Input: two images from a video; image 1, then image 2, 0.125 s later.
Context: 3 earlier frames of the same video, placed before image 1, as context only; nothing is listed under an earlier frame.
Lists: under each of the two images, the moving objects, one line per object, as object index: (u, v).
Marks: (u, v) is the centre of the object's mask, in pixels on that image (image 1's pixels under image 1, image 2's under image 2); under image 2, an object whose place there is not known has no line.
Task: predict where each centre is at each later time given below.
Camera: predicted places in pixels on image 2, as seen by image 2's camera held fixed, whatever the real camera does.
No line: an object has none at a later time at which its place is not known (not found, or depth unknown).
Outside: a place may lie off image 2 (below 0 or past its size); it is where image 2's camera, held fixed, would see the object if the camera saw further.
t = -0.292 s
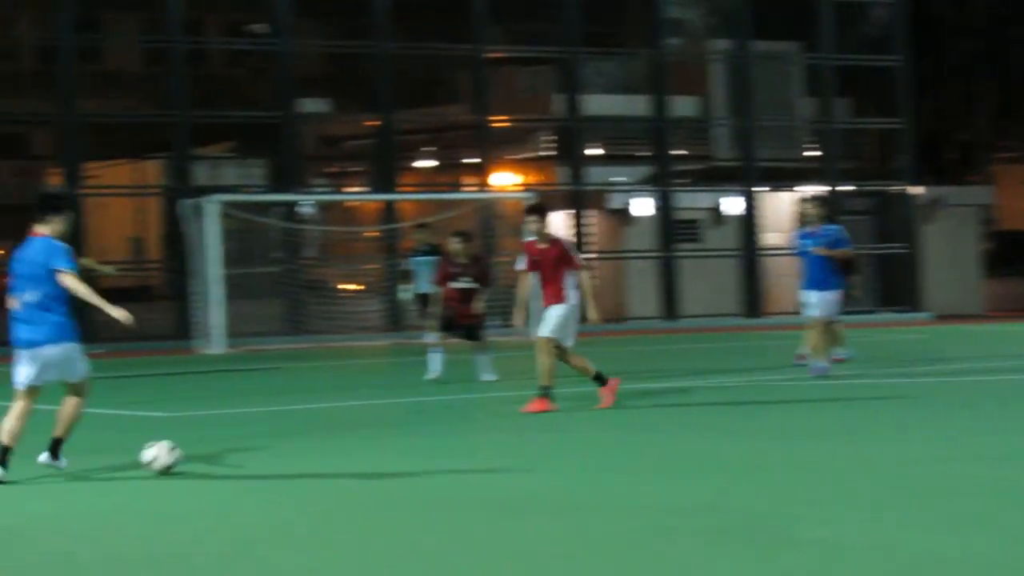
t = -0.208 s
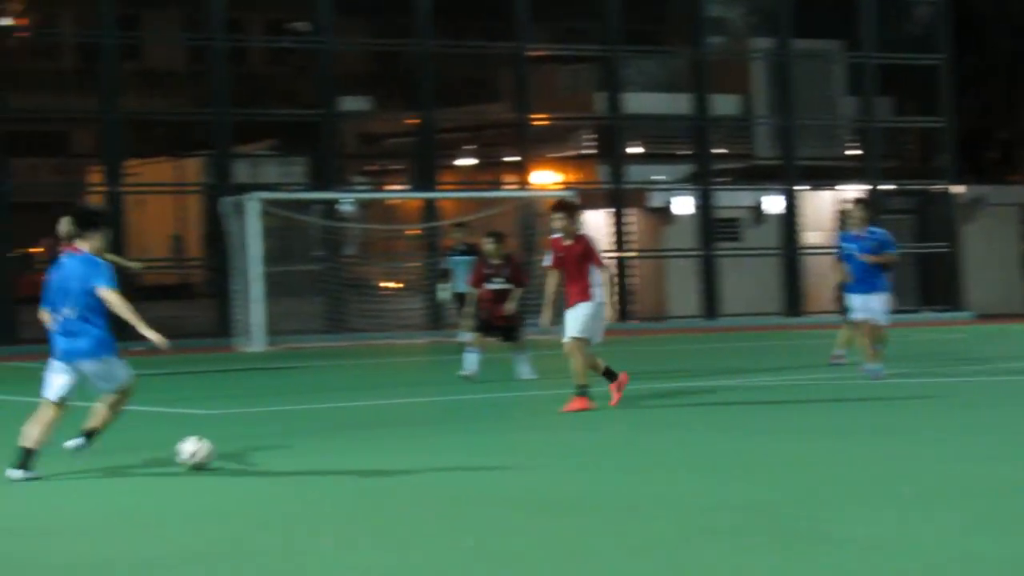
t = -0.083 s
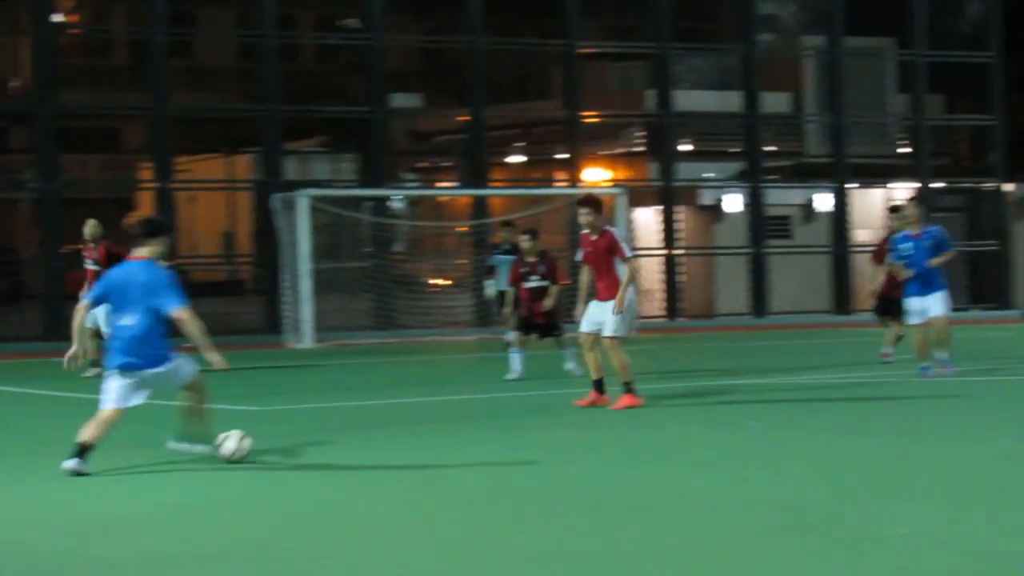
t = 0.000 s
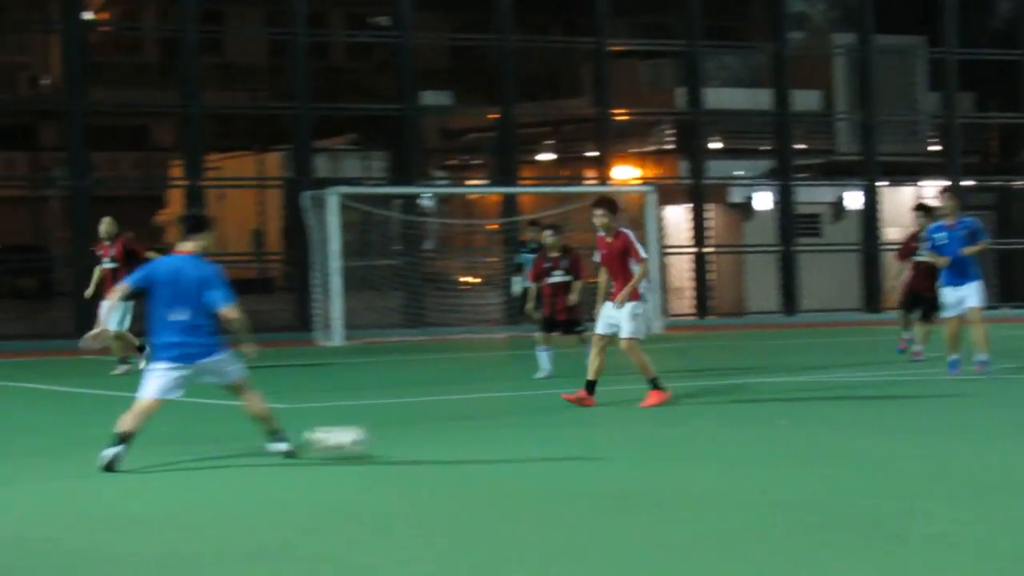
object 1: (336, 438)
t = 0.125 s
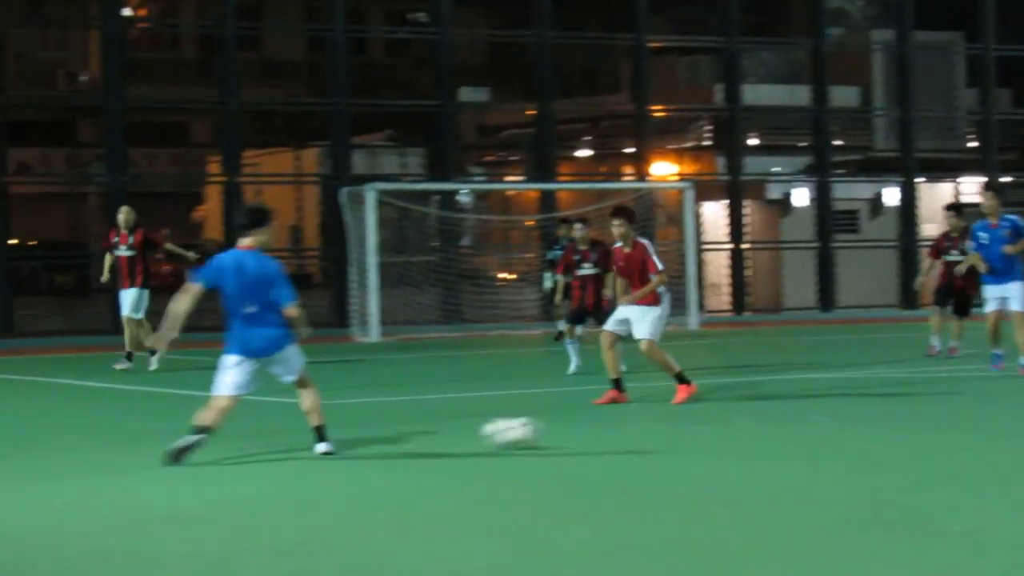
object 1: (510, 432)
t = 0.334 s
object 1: (689, 425)
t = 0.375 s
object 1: (718, 423)
